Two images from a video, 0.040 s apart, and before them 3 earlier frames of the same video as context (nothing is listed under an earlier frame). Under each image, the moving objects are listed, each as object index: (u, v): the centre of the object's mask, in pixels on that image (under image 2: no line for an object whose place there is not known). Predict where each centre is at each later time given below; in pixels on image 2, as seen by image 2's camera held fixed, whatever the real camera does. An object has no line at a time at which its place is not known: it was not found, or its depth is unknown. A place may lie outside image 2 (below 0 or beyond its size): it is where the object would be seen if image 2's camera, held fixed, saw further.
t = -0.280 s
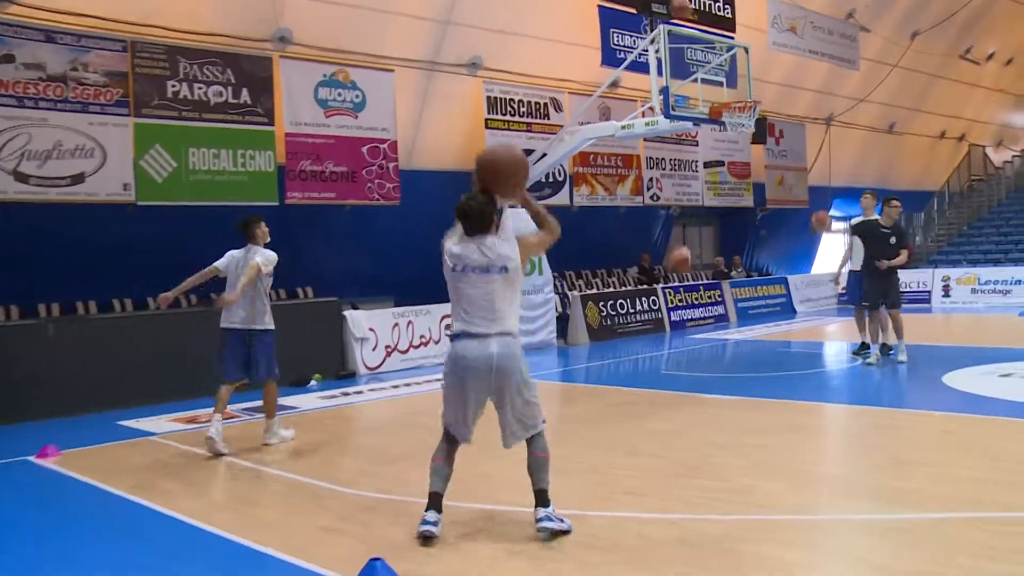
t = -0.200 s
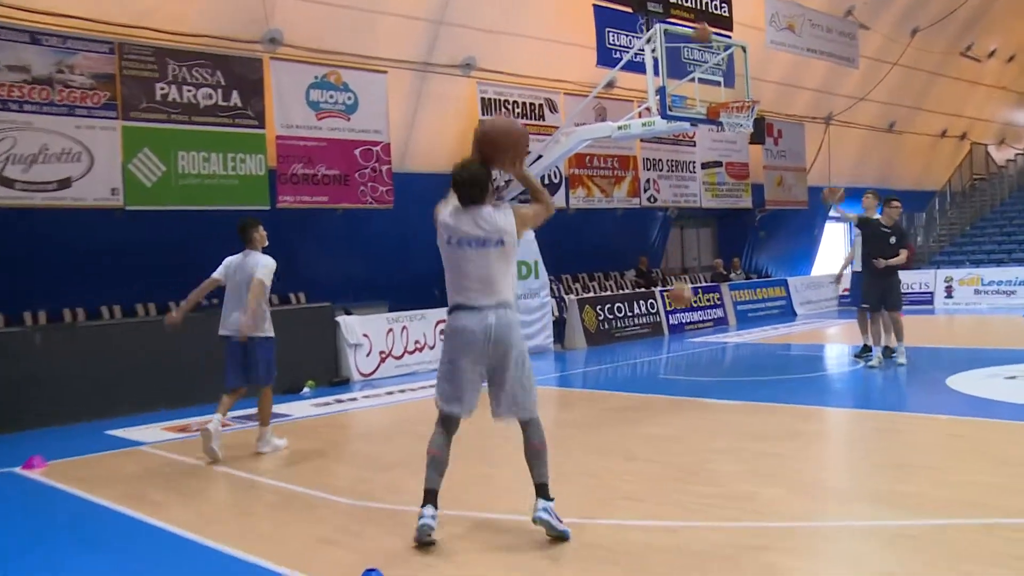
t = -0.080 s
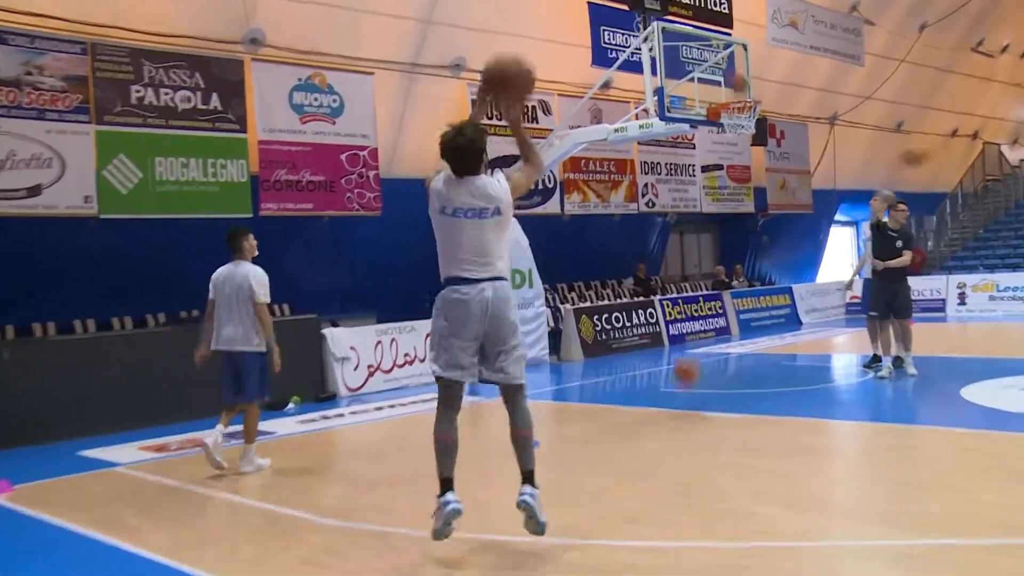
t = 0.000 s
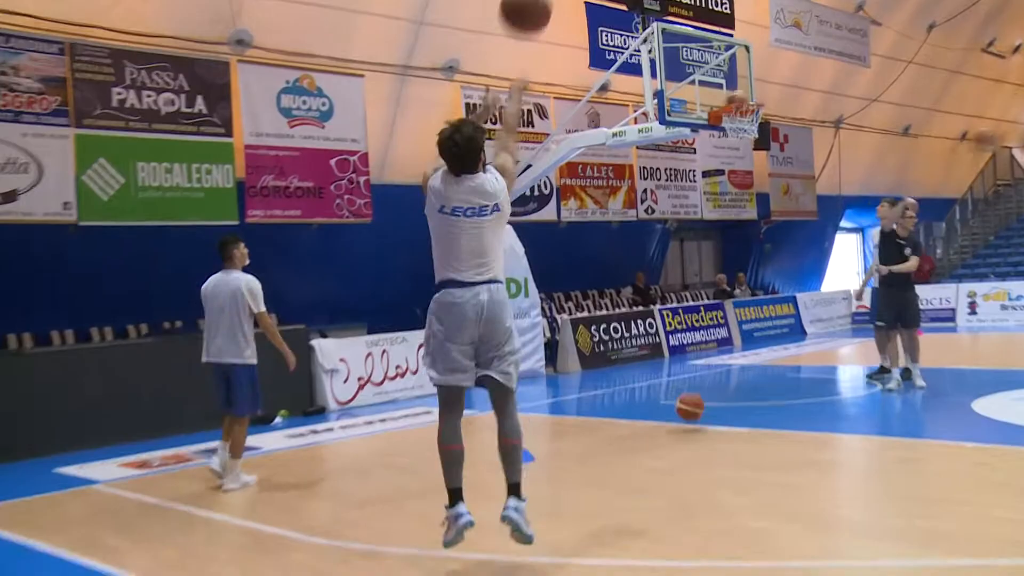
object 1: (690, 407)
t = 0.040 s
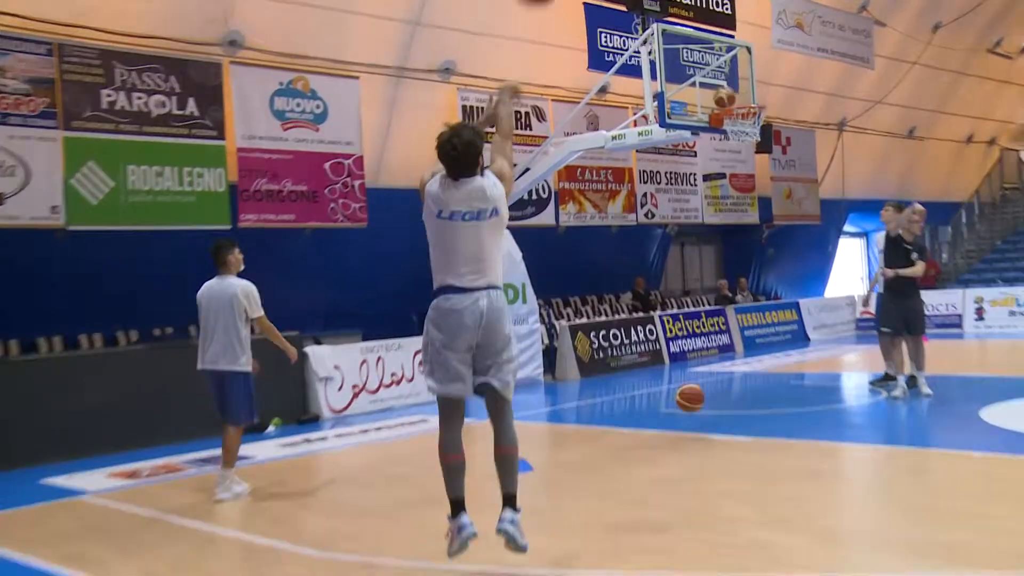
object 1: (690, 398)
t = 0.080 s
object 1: (689, 382)
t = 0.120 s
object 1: (689, 367)
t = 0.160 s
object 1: (690, 356)
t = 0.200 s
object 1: (691, 346)
